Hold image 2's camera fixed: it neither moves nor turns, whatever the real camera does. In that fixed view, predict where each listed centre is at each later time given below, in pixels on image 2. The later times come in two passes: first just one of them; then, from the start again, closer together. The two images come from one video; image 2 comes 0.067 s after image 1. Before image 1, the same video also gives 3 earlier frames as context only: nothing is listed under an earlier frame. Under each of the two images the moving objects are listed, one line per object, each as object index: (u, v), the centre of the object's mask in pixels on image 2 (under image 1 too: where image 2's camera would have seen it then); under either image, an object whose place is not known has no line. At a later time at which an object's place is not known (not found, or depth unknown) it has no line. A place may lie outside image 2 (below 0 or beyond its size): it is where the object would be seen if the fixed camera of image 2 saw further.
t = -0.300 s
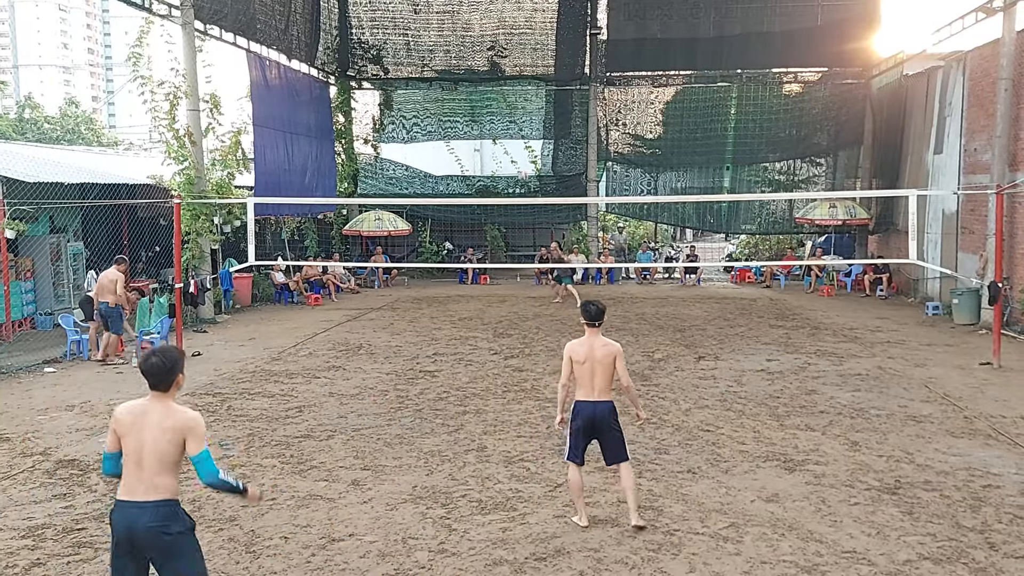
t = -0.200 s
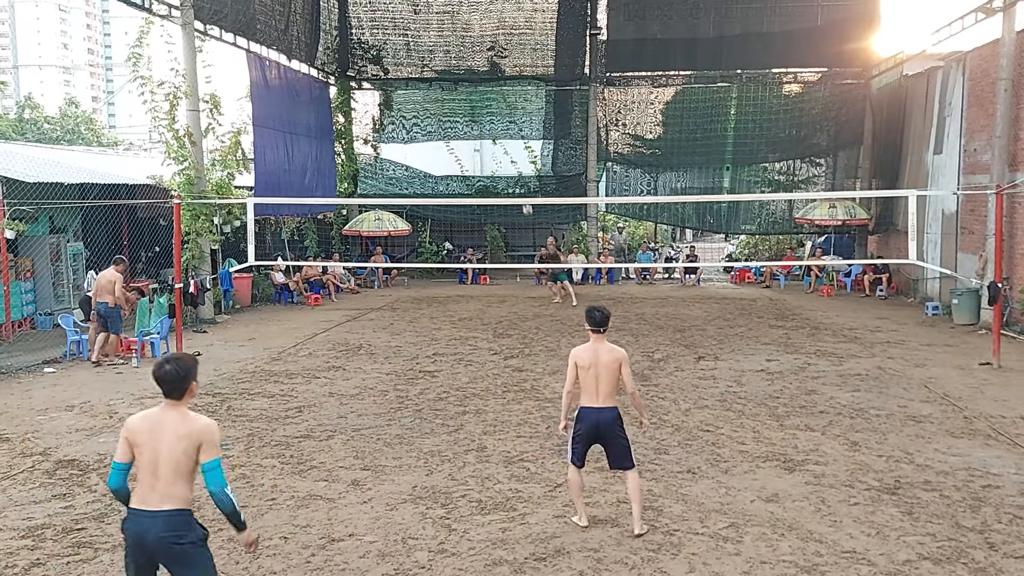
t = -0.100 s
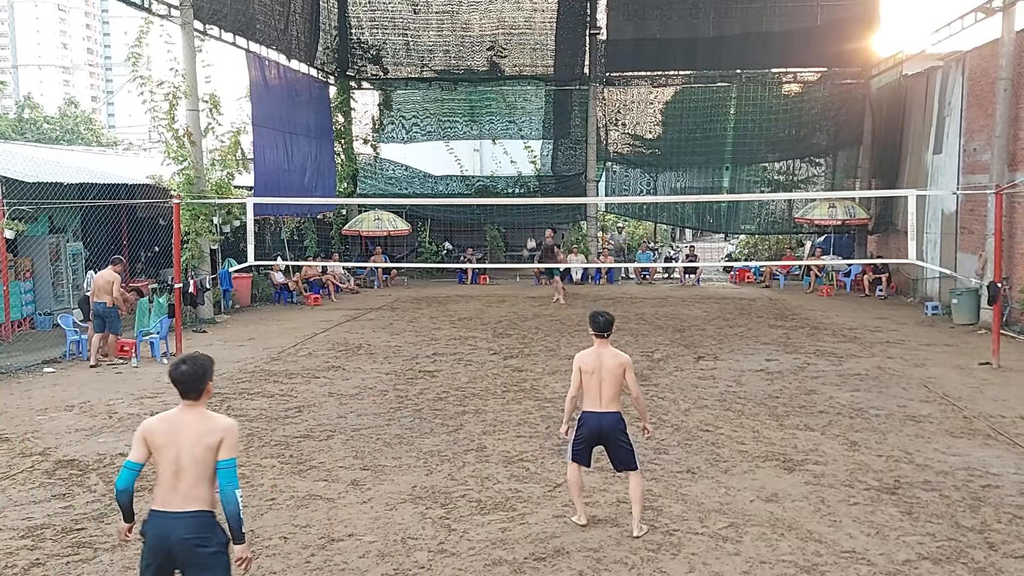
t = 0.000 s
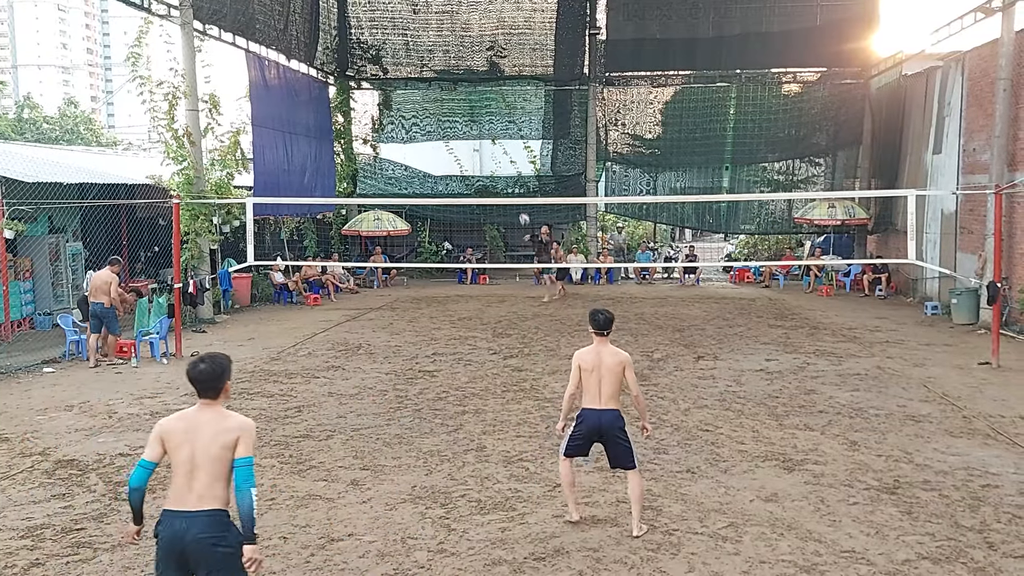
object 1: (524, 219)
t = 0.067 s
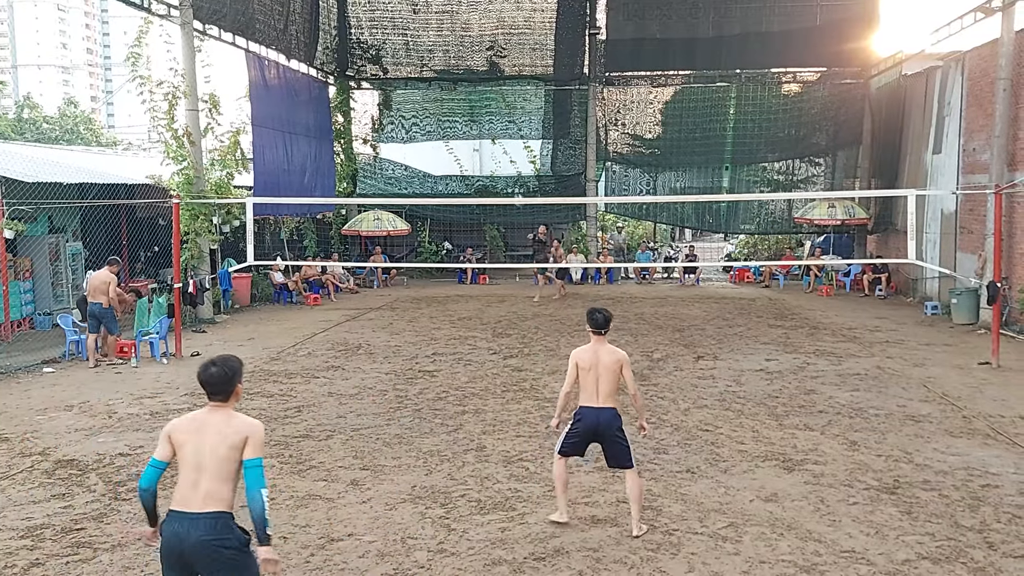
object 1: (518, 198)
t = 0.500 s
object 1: (475, 109)
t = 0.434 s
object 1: (482, 119)
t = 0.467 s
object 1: (479, 114)
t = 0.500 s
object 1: (475, 109)
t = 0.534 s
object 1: (471, 104)
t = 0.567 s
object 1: (466, 101)
